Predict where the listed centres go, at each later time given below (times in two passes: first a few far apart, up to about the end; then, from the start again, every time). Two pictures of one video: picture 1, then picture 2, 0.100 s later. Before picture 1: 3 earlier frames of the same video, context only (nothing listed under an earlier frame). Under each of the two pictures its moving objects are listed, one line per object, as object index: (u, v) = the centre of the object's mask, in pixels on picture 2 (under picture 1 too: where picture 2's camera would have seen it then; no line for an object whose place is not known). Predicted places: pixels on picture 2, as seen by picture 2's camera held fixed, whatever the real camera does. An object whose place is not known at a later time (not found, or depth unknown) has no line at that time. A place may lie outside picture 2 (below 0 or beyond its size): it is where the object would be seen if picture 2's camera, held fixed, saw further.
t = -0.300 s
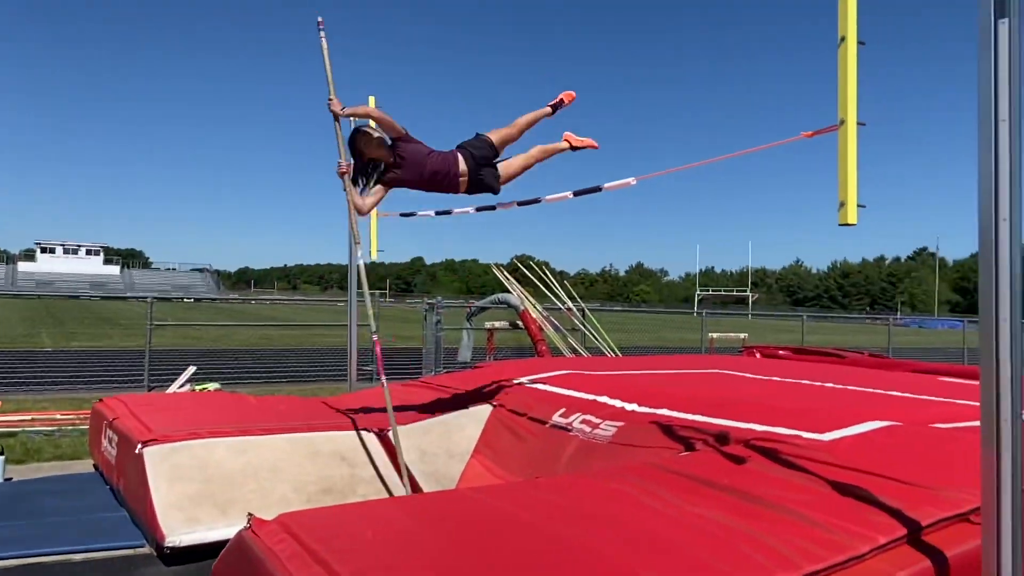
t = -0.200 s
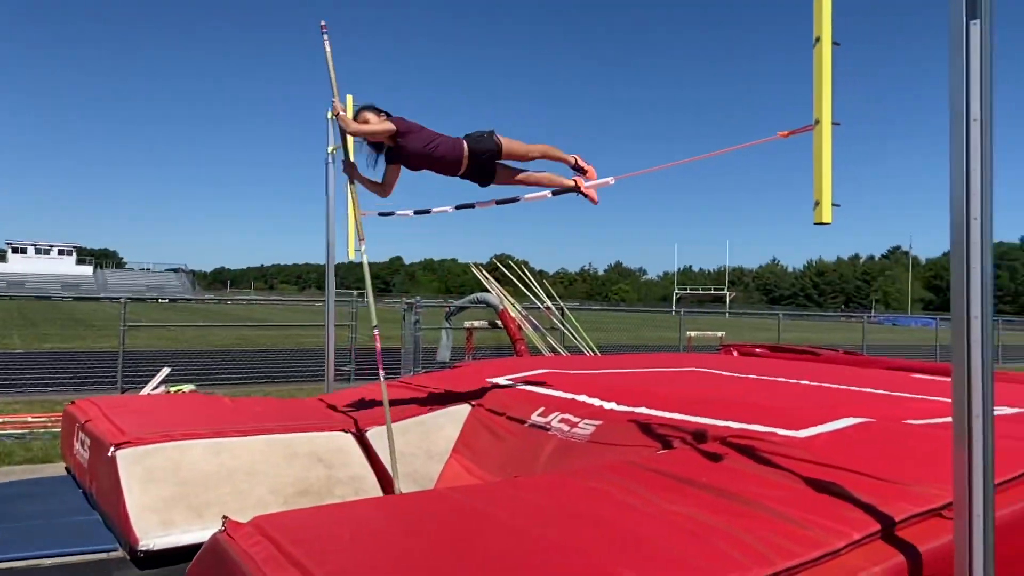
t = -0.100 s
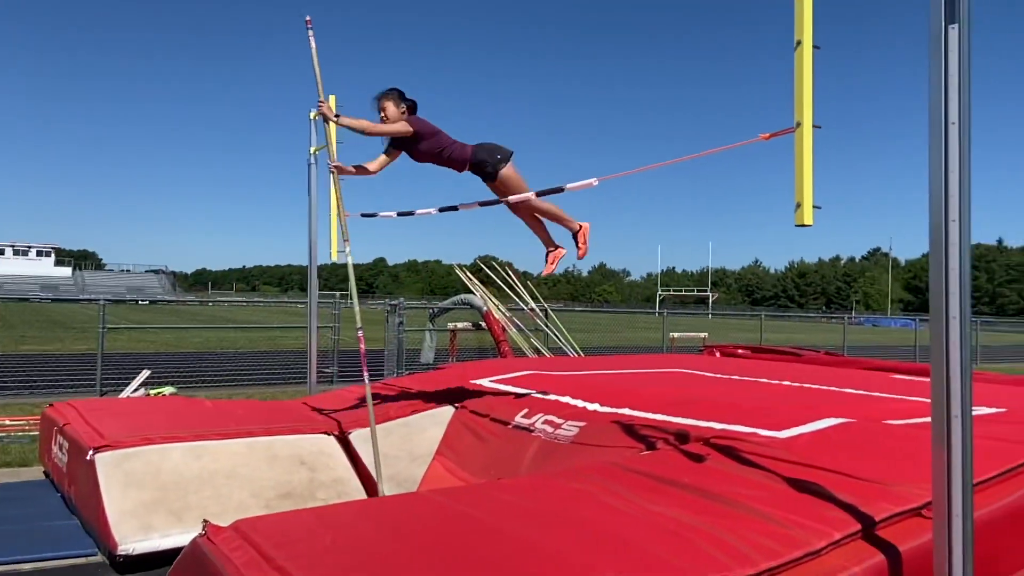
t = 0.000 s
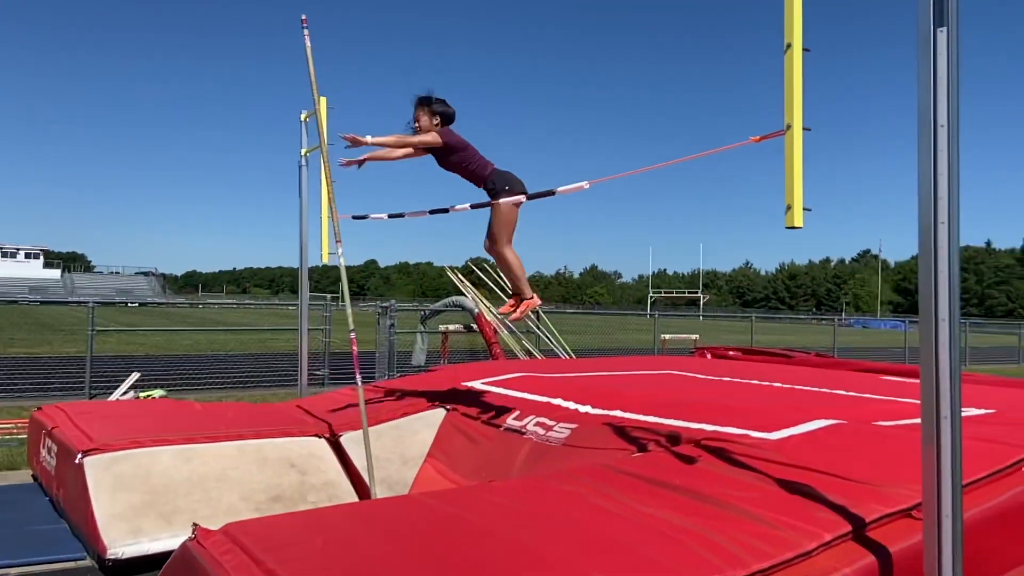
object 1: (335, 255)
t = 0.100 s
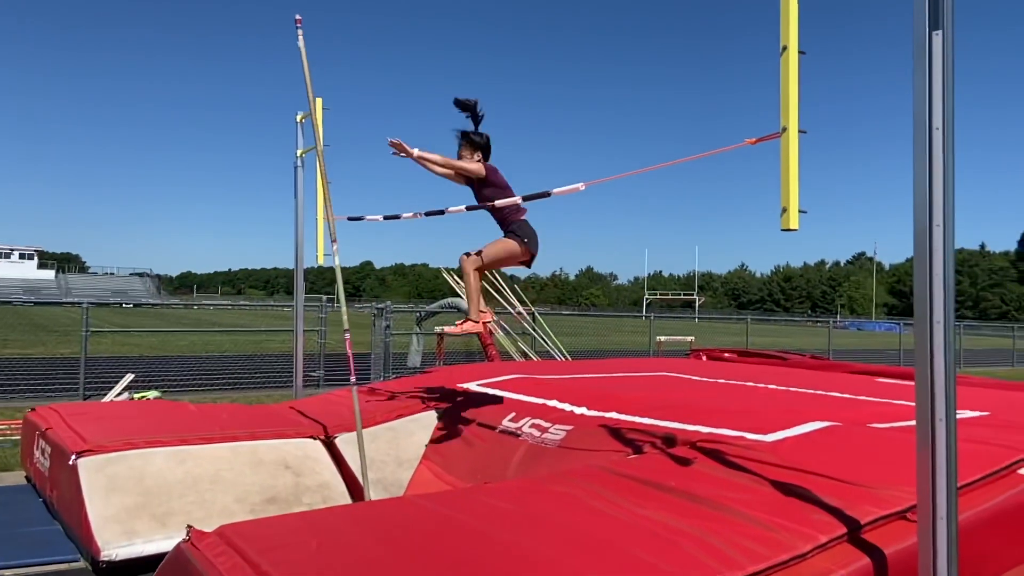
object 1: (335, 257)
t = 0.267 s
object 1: (328, 261)
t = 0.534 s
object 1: (301, 263)
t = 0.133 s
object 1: (334, 258)
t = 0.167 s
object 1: (333, 259)
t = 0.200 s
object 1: (332, 259)
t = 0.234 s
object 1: (330, 259)
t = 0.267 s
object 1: (328, 261)
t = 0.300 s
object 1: (326, 261)
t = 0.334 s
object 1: (322, 256)
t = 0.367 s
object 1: (320, 260)
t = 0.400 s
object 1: (317, 262)
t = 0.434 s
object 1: (314, 261)
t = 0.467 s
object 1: (310, 260)
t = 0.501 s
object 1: (306, 263)
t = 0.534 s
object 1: (301, 263)
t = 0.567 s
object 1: (296, 265)
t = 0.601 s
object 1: (291, 266)
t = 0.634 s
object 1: (285, 269)
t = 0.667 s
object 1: (278, 270)
